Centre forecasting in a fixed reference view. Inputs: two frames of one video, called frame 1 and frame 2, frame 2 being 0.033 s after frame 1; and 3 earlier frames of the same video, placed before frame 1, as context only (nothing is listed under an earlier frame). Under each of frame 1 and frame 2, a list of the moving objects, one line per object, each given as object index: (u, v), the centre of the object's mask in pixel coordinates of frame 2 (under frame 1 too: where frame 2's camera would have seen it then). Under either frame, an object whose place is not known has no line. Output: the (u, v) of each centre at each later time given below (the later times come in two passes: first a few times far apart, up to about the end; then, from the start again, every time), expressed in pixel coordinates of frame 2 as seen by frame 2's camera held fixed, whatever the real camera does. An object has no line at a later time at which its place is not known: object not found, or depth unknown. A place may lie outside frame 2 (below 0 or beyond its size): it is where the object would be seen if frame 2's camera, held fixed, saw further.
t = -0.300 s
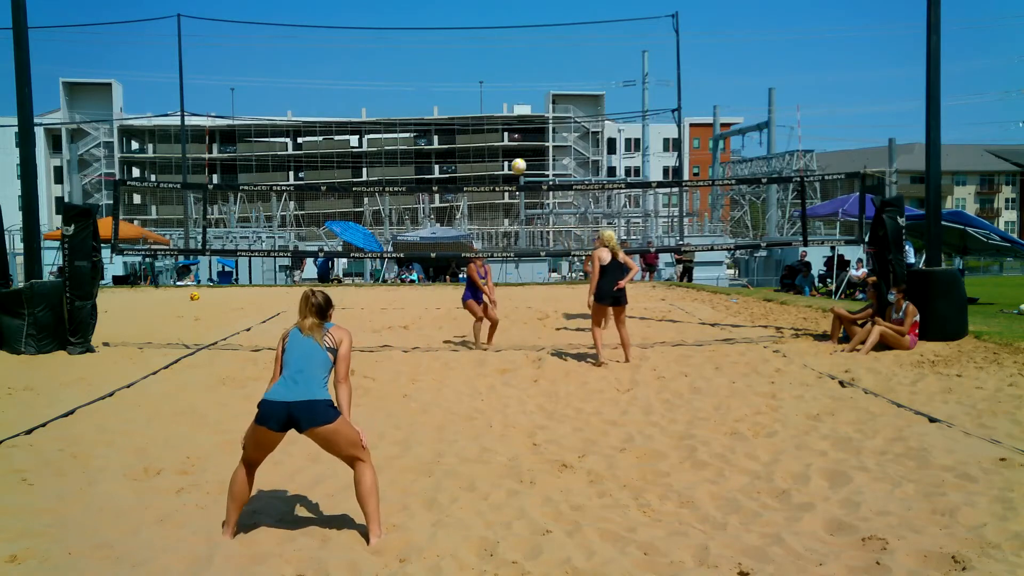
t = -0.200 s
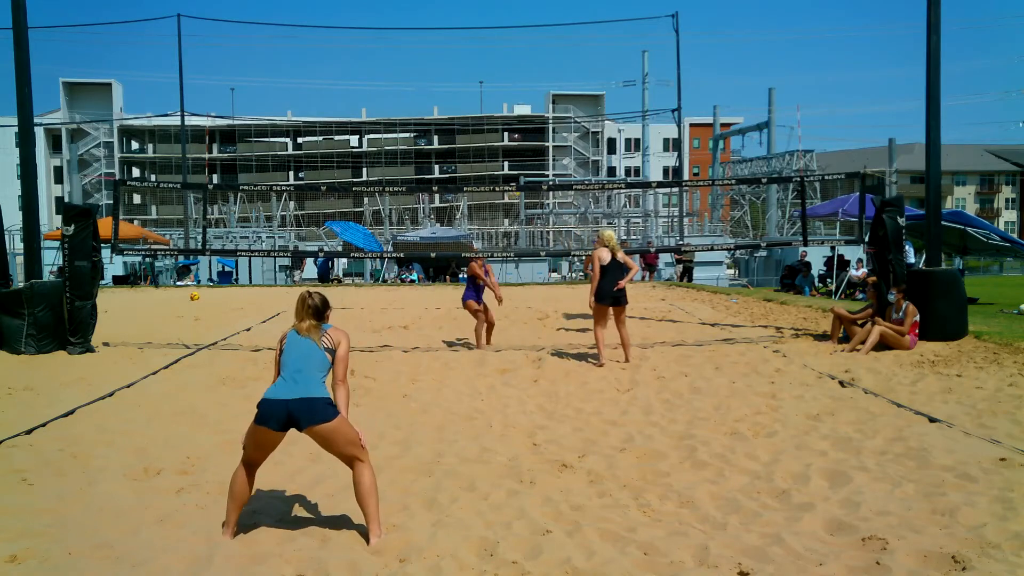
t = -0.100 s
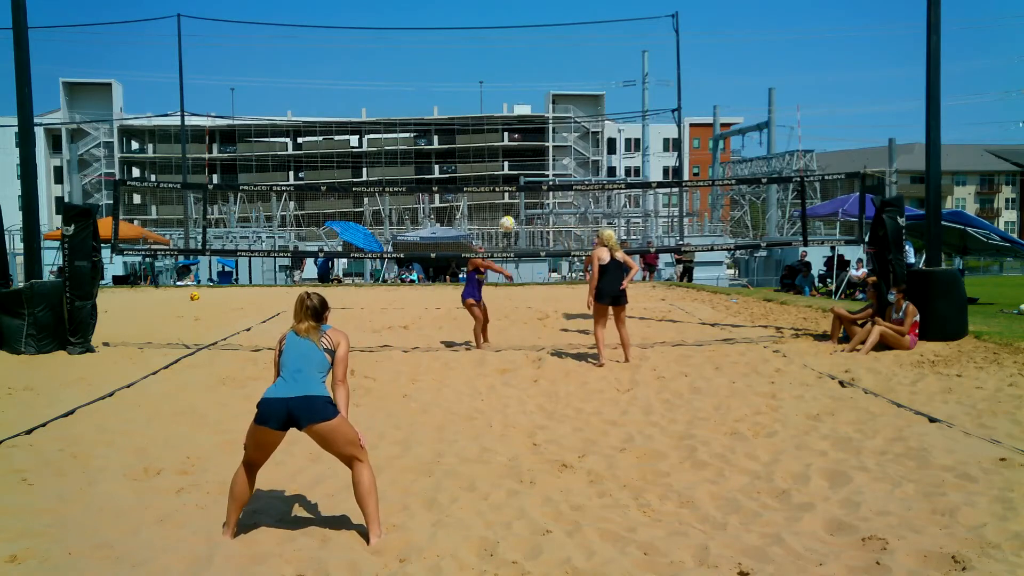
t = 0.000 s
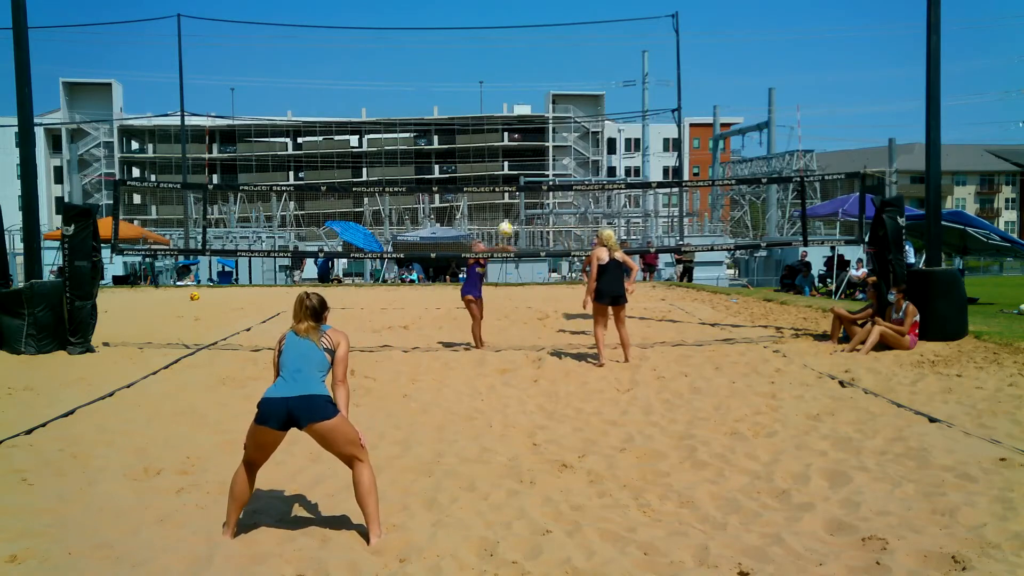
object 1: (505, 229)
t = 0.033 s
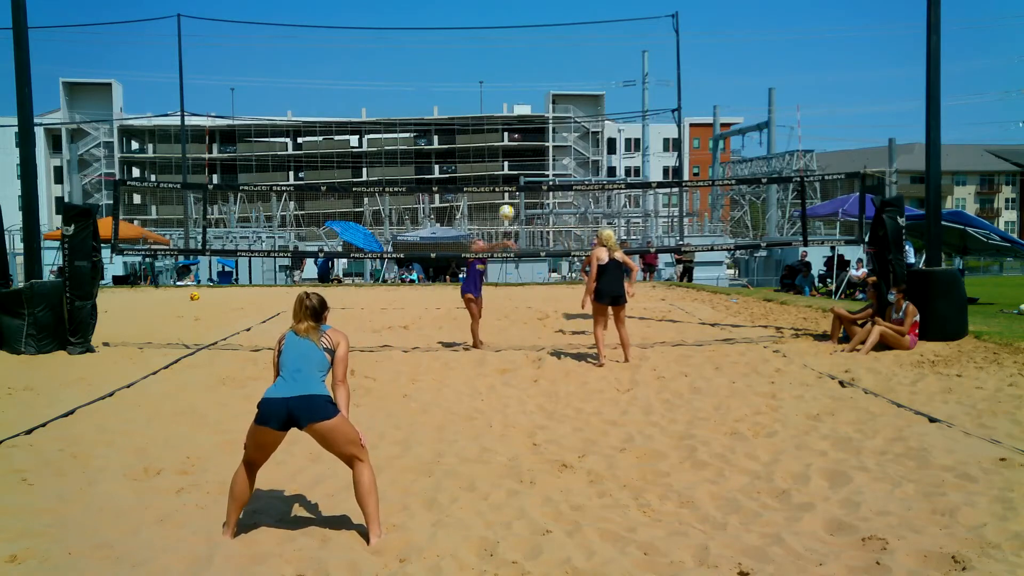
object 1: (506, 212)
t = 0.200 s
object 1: (513, 137)
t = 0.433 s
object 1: (526, 62)
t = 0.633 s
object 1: (537, 29)
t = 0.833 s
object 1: (549, 25)
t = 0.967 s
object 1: (557, 39)
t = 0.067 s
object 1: (508, 198)
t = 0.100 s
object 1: (509, 179)
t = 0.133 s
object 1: (510, 165)
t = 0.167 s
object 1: (511, 151)
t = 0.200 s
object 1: (513, 137)
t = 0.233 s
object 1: (515, 124)
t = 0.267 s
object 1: (516, 112)
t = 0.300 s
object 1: (518, 100)
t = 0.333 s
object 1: (520, 89)
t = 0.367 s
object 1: (522, 80)
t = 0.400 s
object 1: (524, 71)
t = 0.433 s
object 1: (526, 62)
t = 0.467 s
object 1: (528, 55)
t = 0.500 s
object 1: (529, 48)
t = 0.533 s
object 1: (531, 42)
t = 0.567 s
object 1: (533, 37)
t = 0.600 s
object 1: (535, 33)
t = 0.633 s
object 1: (537, 29)
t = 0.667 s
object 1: (539, 26)
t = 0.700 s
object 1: (541, 25)
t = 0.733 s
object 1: (543, 23)
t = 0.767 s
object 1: (545, 23)
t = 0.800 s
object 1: (547, 23)
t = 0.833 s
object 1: (549, 25)
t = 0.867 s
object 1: (551, 27)
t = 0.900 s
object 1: (553, 30)
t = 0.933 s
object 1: (555, 34)
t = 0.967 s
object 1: (557, 39)
